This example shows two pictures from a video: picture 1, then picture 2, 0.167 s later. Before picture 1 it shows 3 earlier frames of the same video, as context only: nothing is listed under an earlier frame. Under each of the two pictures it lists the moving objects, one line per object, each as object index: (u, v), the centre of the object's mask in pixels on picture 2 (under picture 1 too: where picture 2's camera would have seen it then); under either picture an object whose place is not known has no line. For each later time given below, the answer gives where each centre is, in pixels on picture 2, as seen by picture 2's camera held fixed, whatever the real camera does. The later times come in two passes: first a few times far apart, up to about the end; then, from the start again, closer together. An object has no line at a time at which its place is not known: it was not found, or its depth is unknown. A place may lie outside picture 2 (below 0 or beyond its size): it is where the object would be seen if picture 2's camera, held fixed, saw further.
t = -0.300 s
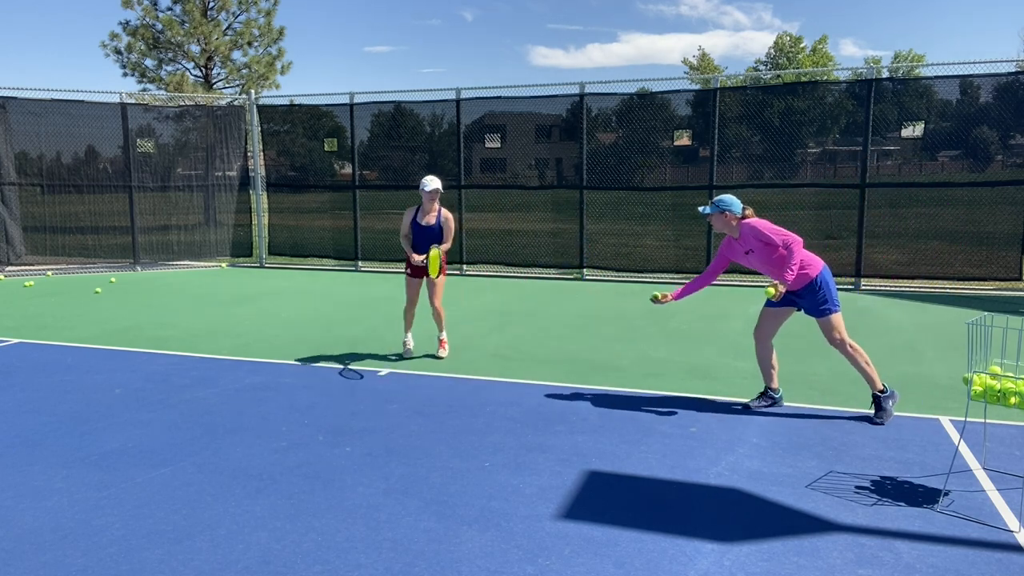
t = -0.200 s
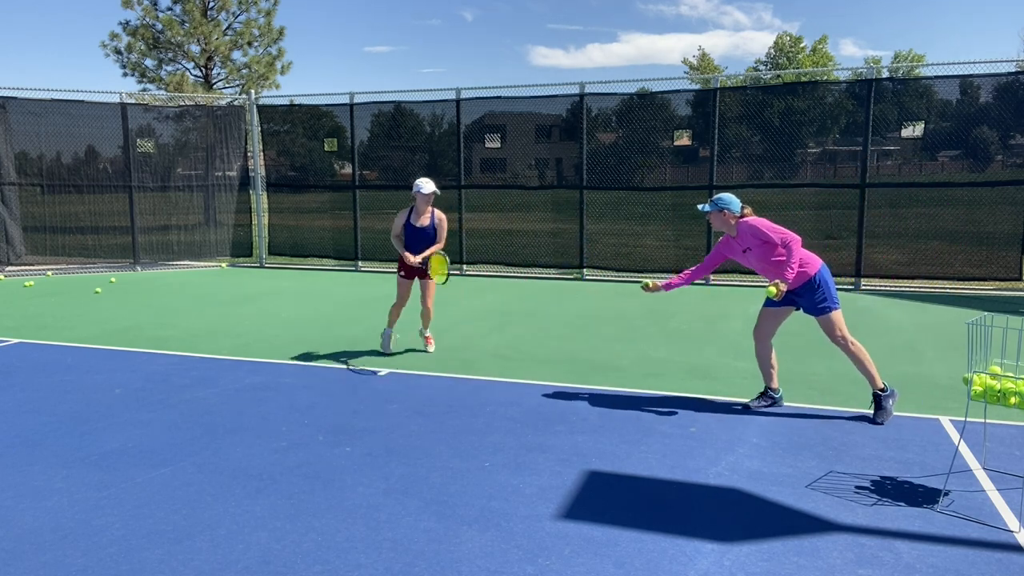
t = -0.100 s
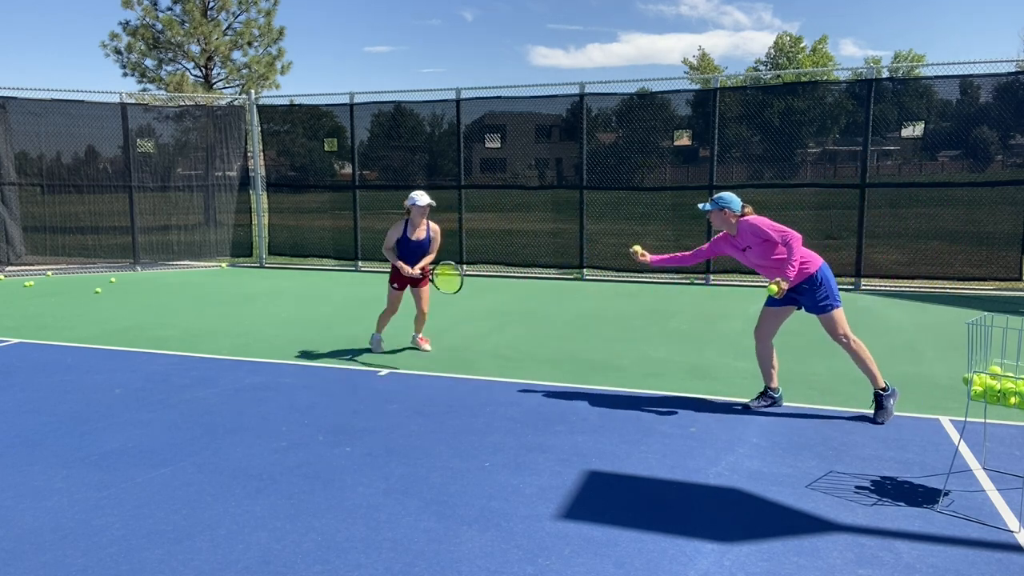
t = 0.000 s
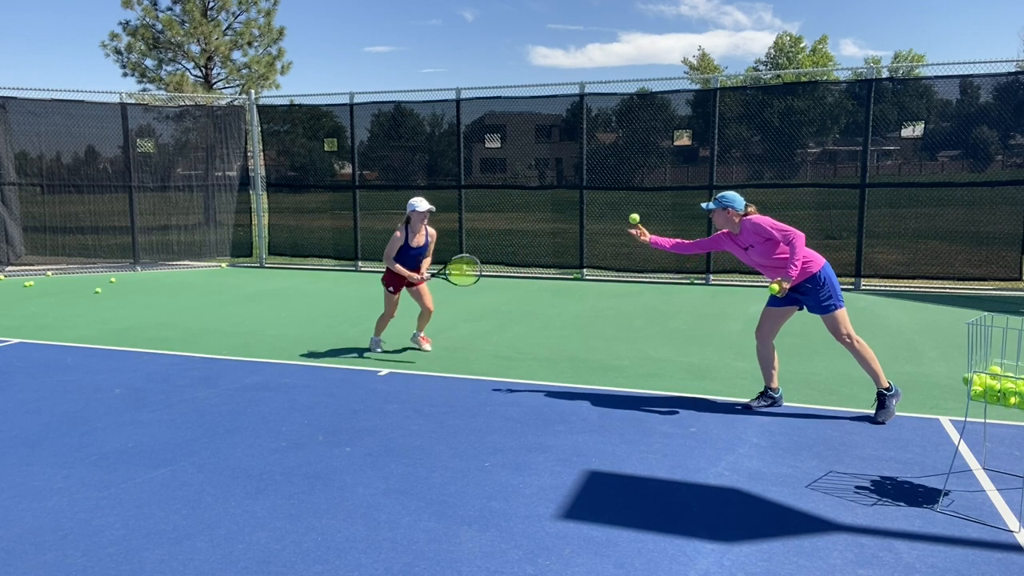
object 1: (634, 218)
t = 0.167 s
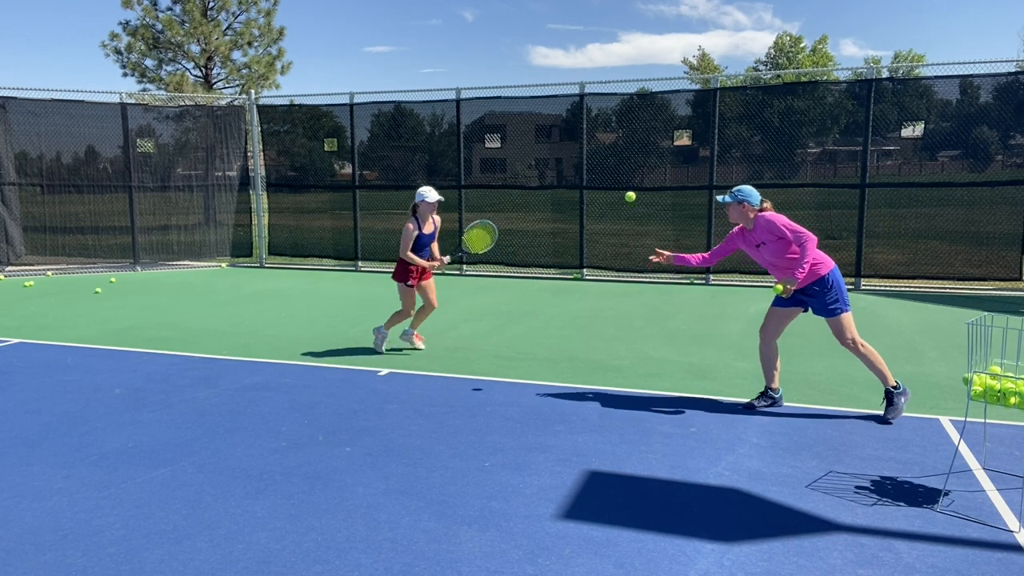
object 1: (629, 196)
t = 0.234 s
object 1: (627, 199)
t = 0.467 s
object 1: (621, 254)
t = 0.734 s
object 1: (614, 387)
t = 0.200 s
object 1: (629, 197)
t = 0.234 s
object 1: (627, 199)
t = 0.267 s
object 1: (627, 202)
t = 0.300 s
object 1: (626, 207)
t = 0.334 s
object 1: (625, 213)
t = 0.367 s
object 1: (624, 221)
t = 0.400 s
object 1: (623, 231)
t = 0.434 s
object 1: (622, 241)
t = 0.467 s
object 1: (621, 254)
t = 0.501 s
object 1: (620, 267)
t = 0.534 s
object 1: (619, 282)
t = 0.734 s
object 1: (614, 387)
